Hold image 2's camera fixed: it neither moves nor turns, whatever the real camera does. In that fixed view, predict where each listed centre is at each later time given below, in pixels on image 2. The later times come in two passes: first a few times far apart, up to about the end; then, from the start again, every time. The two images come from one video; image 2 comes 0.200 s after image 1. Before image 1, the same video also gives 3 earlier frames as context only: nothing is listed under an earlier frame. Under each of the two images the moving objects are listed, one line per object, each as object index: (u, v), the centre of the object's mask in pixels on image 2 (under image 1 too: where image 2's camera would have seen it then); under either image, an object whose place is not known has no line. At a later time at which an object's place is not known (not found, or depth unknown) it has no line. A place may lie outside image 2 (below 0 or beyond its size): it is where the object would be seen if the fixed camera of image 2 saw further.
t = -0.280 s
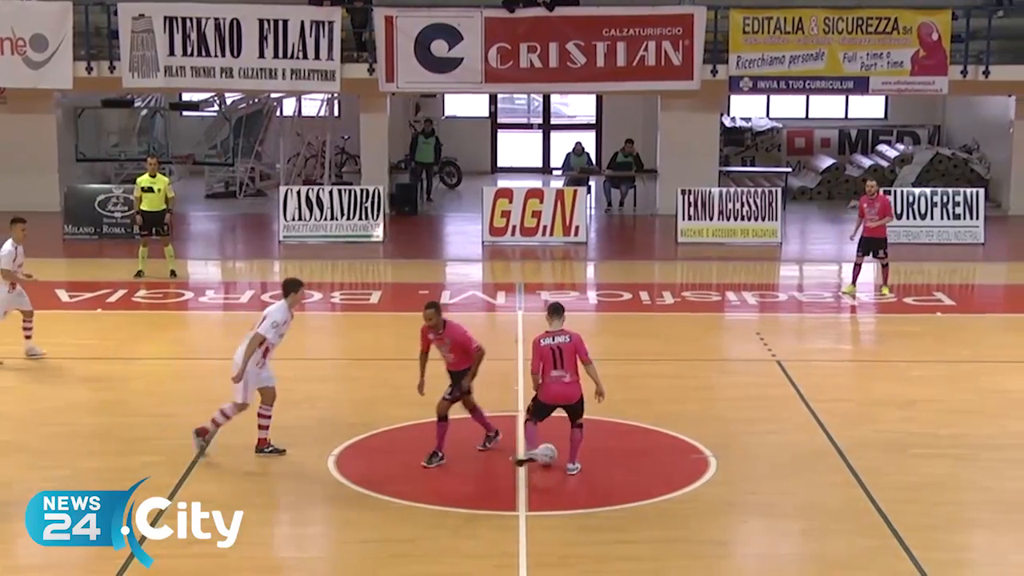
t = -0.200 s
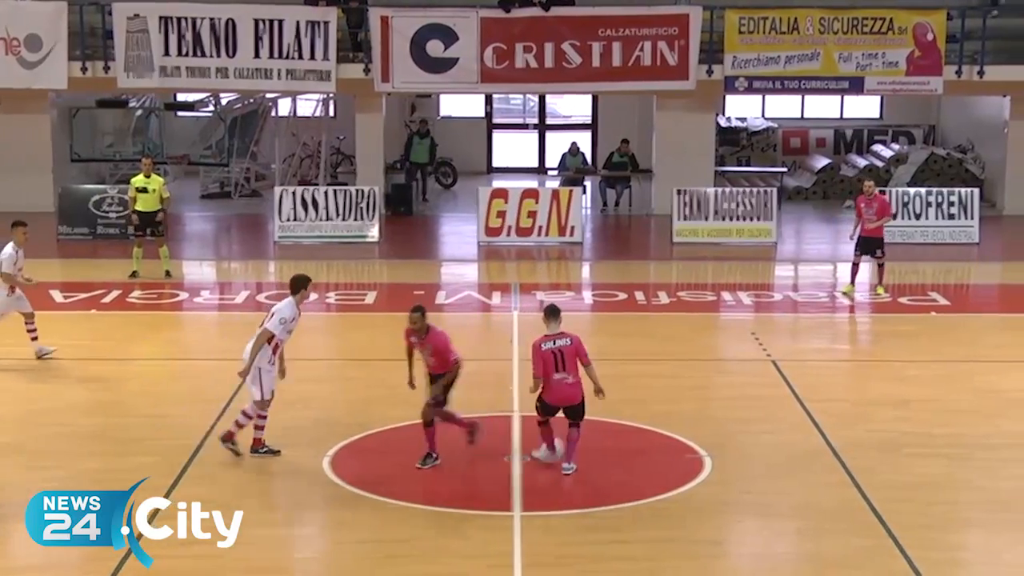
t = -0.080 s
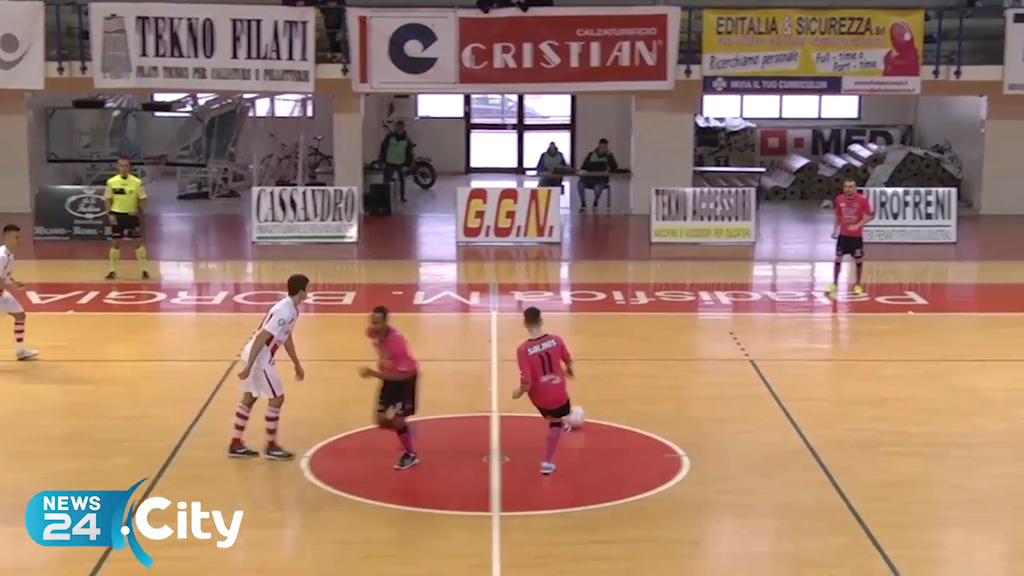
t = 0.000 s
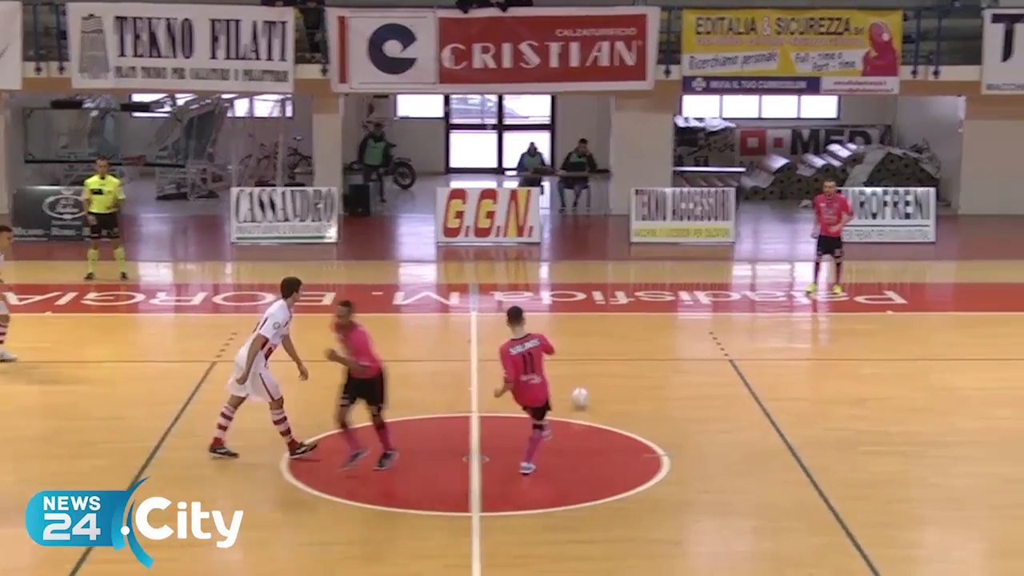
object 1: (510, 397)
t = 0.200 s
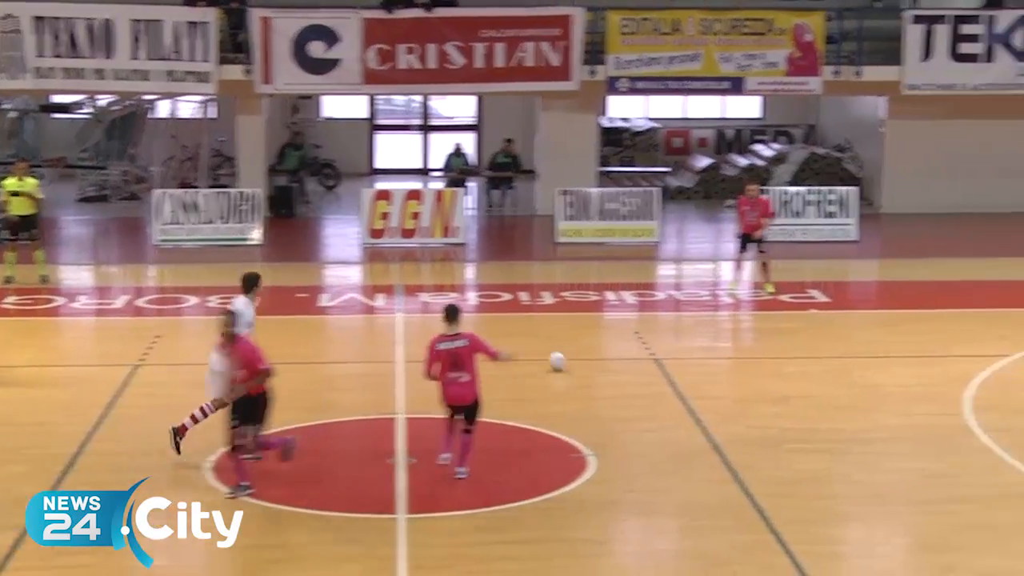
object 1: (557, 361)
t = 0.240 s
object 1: (566, 354)
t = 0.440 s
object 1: (603, 329)
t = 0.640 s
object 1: (633, 308)
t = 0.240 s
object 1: (566, 354)
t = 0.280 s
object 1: (574, 349)
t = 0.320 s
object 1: (582, 343)
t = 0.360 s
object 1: (589, 338)
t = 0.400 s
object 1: (596, 333)
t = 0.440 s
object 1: (603, 329)
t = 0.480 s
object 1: (609, 324)
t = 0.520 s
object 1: (616, 320)
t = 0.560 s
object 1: (621, 316)
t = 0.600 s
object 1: (627, 312)
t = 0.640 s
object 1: (633, 308)
